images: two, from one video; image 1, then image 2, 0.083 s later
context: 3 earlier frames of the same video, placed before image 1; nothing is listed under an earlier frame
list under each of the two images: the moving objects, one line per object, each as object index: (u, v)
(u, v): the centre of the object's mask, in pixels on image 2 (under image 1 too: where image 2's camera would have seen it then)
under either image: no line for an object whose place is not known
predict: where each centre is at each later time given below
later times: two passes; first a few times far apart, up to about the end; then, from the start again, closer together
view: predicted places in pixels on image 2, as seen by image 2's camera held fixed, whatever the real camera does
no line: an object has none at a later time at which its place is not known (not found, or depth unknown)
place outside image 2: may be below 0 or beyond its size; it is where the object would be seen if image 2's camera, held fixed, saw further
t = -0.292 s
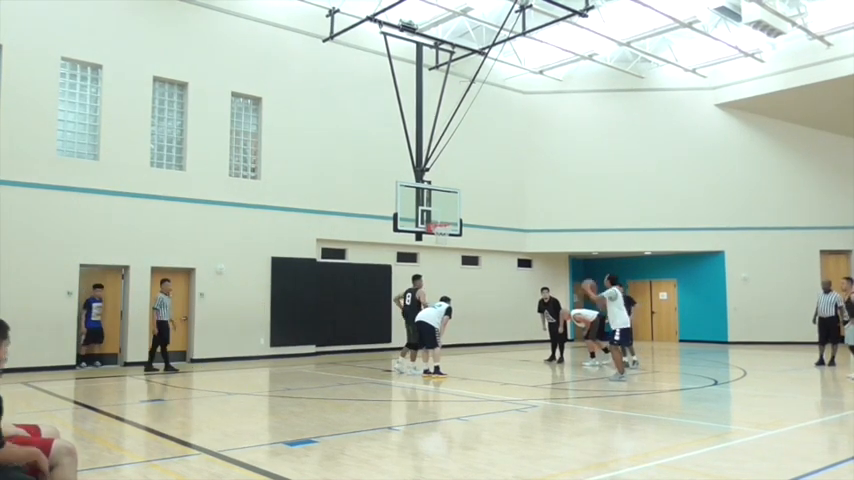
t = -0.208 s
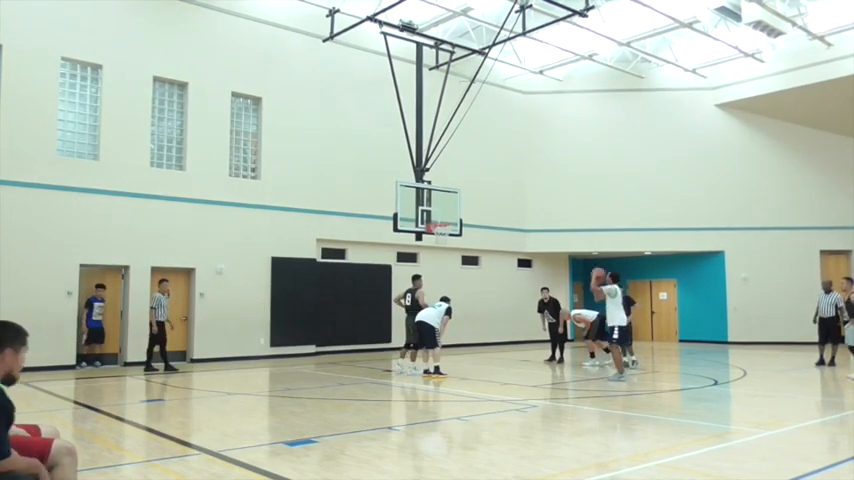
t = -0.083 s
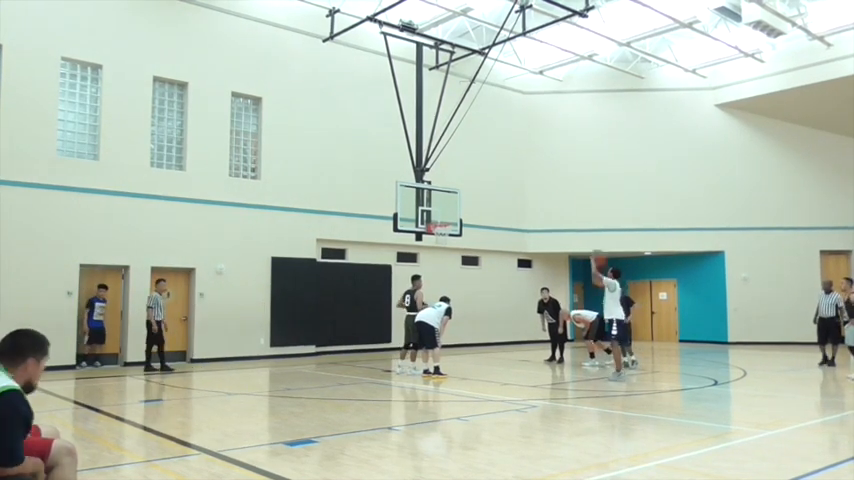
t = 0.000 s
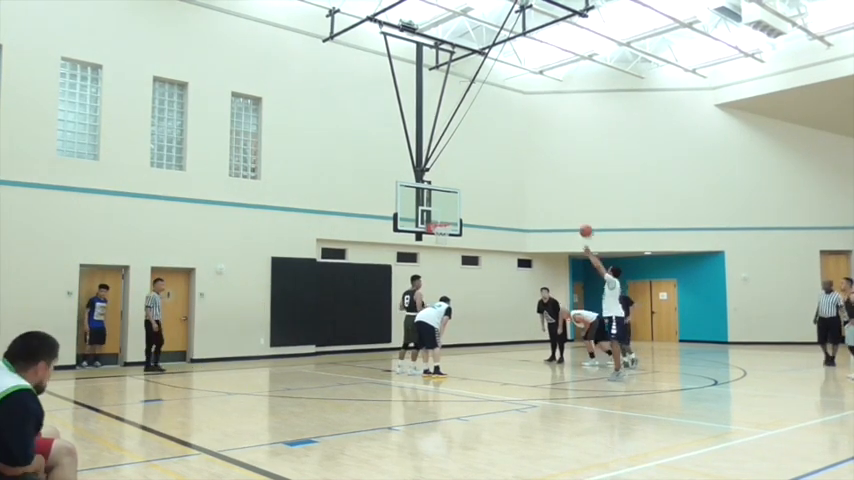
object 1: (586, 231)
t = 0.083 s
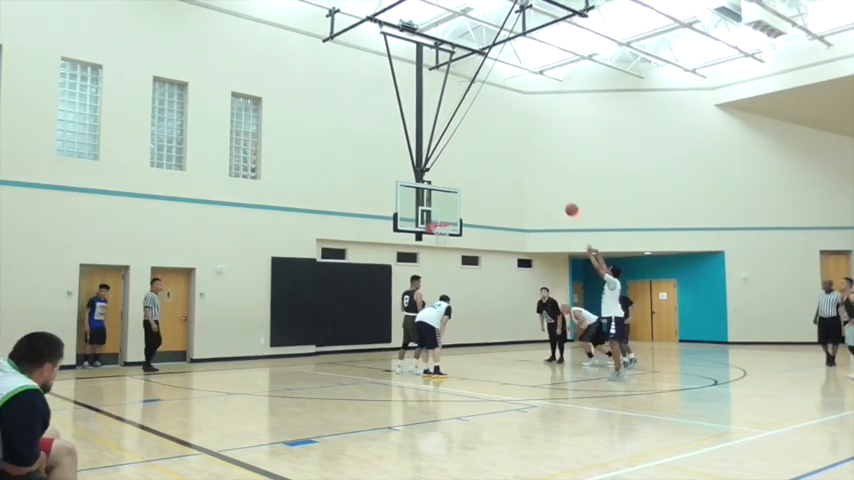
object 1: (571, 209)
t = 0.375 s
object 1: (525, 167)
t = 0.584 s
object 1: (499, 165)
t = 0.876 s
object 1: (463, 196)
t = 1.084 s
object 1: (446, 214)
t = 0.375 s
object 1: (525, 167)
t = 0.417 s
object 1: (520, 165)
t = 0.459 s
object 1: (513, 164)
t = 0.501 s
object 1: (509, 164)
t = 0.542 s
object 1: (503, 164)
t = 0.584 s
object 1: (499, 165)
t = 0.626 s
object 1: (492, 168)
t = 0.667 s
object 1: (488, 170)
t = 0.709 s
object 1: (482, 174)
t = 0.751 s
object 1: (478, 178)
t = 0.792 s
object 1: (472, 184)
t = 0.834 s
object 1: (468, 188)
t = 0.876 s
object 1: (463, 196)
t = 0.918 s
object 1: (459, 202)
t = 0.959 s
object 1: (454, 211)
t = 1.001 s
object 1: (451, 218)
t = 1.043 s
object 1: (448, 216)
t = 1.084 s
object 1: (446, 214)
